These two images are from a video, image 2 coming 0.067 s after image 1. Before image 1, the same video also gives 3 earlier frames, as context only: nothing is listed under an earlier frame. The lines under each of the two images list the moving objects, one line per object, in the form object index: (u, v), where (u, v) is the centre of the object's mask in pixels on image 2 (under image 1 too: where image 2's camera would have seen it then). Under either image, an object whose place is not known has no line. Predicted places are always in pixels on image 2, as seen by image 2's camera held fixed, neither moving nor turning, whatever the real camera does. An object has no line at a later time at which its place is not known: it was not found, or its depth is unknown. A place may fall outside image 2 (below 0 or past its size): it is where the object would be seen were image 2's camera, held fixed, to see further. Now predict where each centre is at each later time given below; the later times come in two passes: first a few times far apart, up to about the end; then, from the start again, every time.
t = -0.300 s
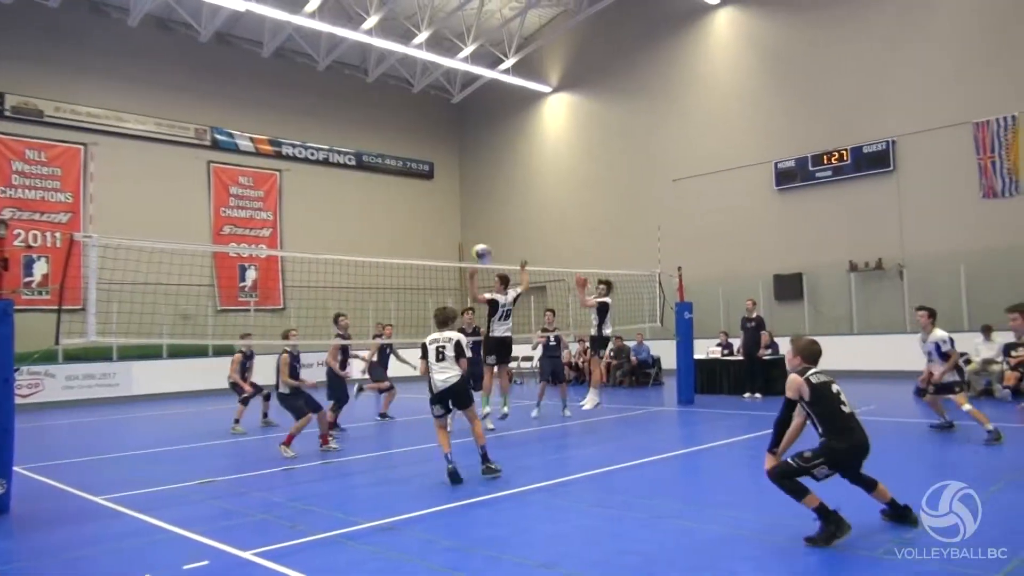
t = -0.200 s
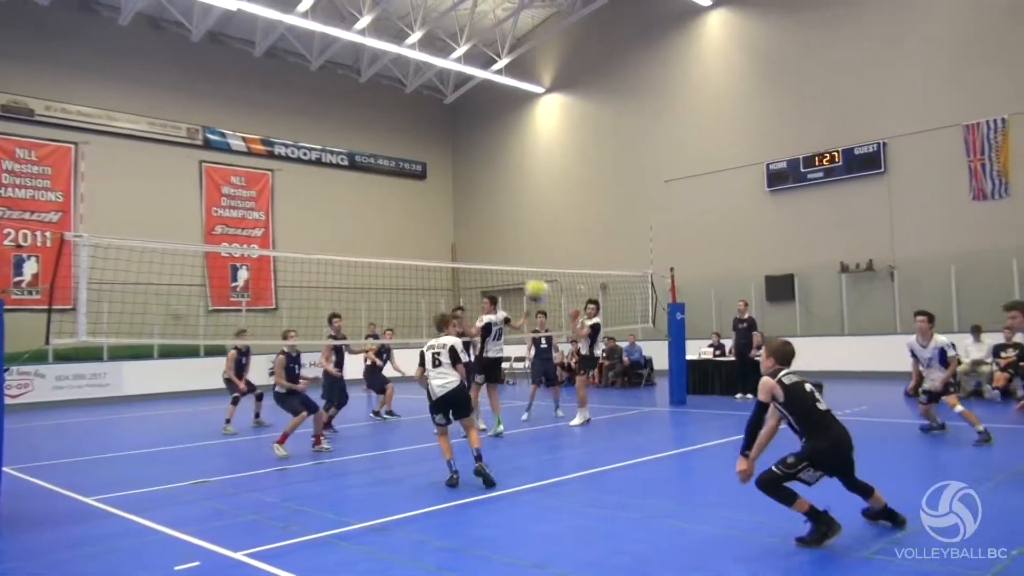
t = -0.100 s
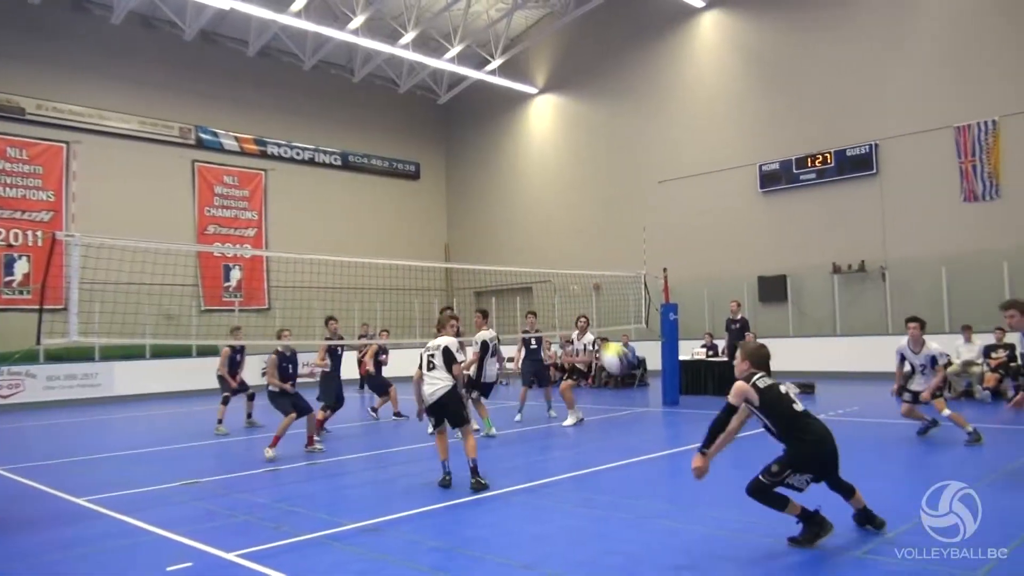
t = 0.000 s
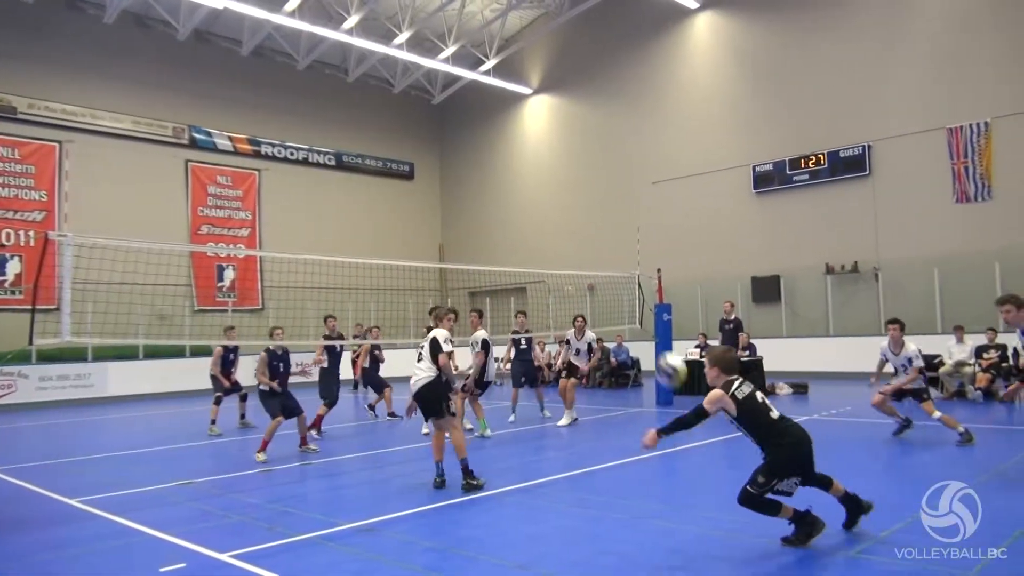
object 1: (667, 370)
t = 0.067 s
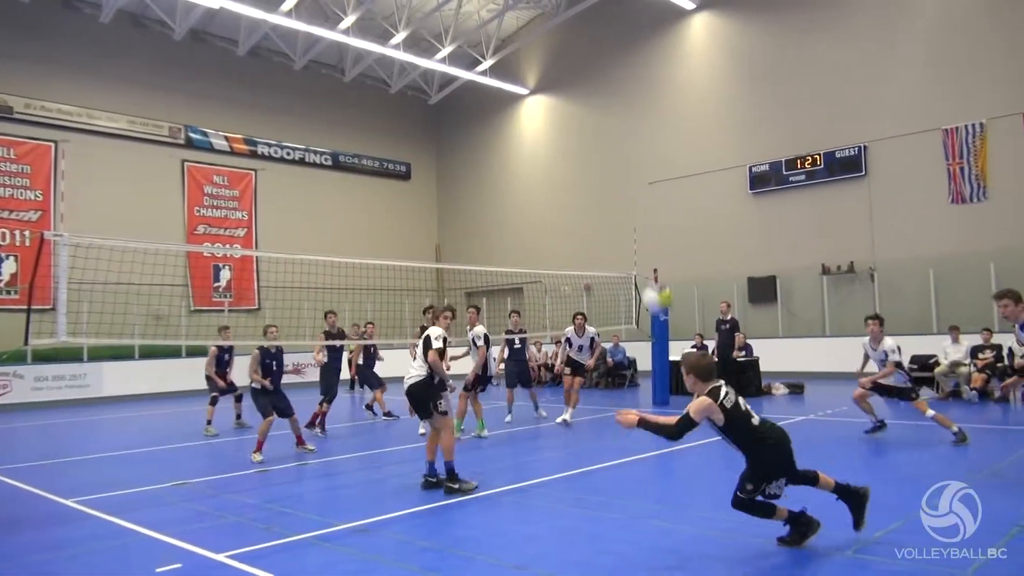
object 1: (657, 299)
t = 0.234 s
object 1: (641, 172)
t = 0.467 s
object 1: (631, 83)
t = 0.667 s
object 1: (629, 64)
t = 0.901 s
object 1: (630, 87)
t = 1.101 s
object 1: (634, 139)
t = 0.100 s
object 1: (652, 266)
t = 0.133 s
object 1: (650, 236)
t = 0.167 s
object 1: (647, 213)
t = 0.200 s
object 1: (644, 192)
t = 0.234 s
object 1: (641, 172)
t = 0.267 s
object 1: (637, 152)
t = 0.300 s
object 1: (638, 137)
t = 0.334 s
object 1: (636, 123)
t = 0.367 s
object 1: (634, 111)
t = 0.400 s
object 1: (633, 100)
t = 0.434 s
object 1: (631, 89)
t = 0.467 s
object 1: (631, 83)
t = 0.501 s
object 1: (631, 78)
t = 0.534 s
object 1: (629, 73)
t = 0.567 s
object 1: (629, 68)
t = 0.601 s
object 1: (629, 65)
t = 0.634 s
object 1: (629, 64)
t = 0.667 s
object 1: (629, 64)
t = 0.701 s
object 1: (628, 65)
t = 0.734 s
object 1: (629, 66)
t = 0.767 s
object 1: (629, 69)
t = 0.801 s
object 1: (629, 73)
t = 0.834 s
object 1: (629, 77)
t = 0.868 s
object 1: (630, 82)
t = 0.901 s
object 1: (630, 87)
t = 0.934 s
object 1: (631, 94)
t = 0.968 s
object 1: (631, 103)
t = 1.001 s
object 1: (632, 111)
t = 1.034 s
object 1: (632, 119)
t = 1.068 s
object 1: (633, 128)
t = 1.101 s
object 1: (634, 139)
